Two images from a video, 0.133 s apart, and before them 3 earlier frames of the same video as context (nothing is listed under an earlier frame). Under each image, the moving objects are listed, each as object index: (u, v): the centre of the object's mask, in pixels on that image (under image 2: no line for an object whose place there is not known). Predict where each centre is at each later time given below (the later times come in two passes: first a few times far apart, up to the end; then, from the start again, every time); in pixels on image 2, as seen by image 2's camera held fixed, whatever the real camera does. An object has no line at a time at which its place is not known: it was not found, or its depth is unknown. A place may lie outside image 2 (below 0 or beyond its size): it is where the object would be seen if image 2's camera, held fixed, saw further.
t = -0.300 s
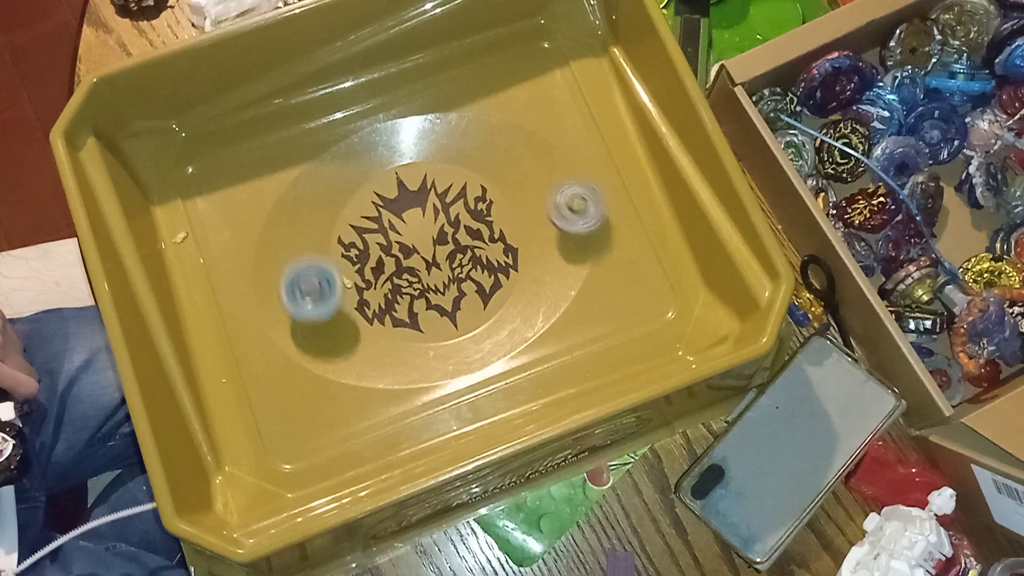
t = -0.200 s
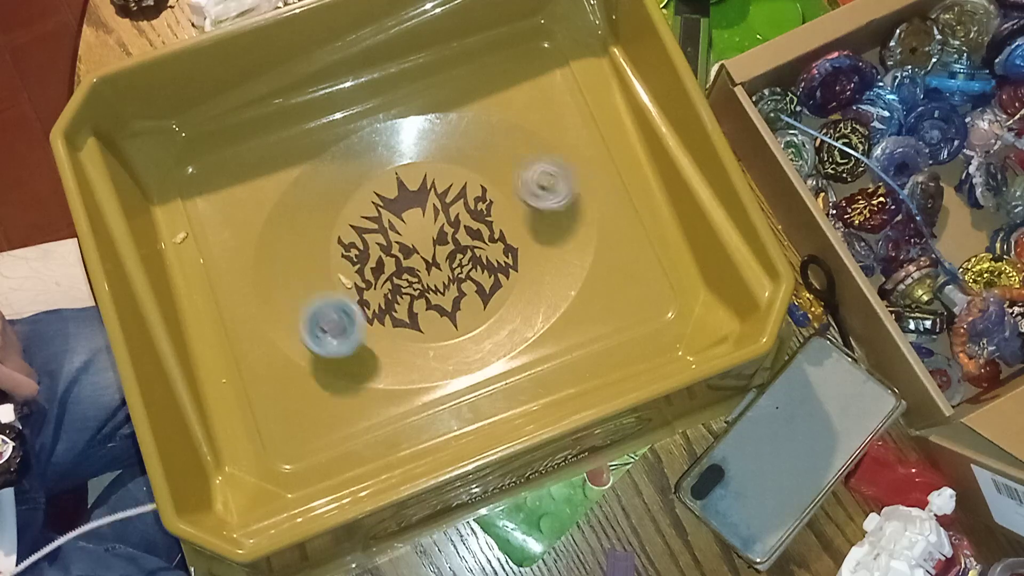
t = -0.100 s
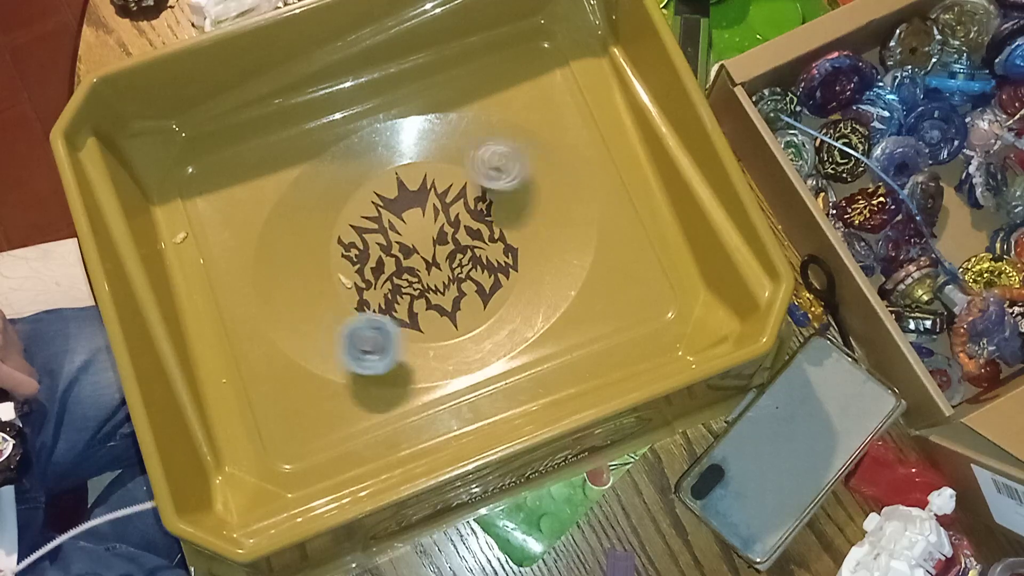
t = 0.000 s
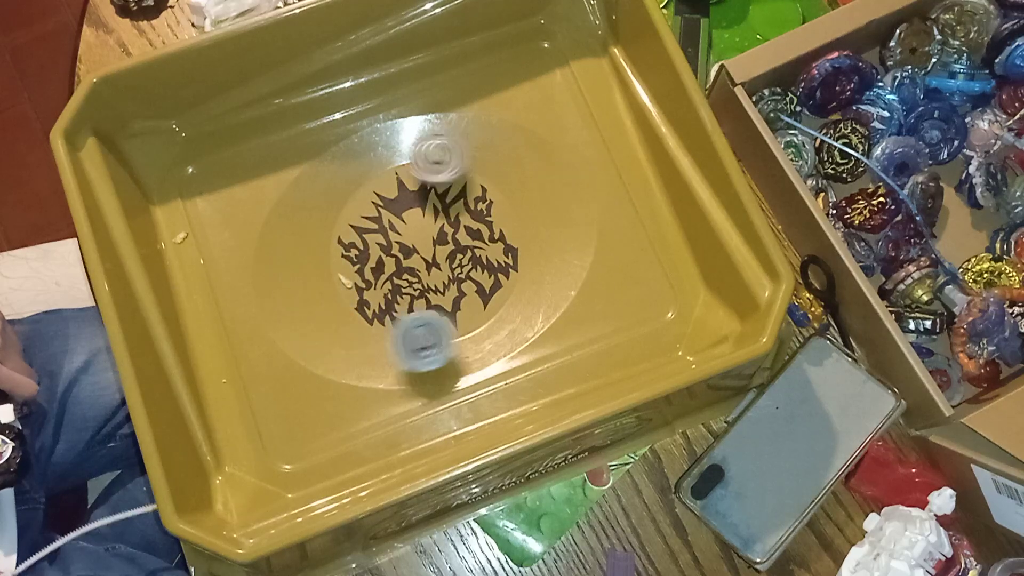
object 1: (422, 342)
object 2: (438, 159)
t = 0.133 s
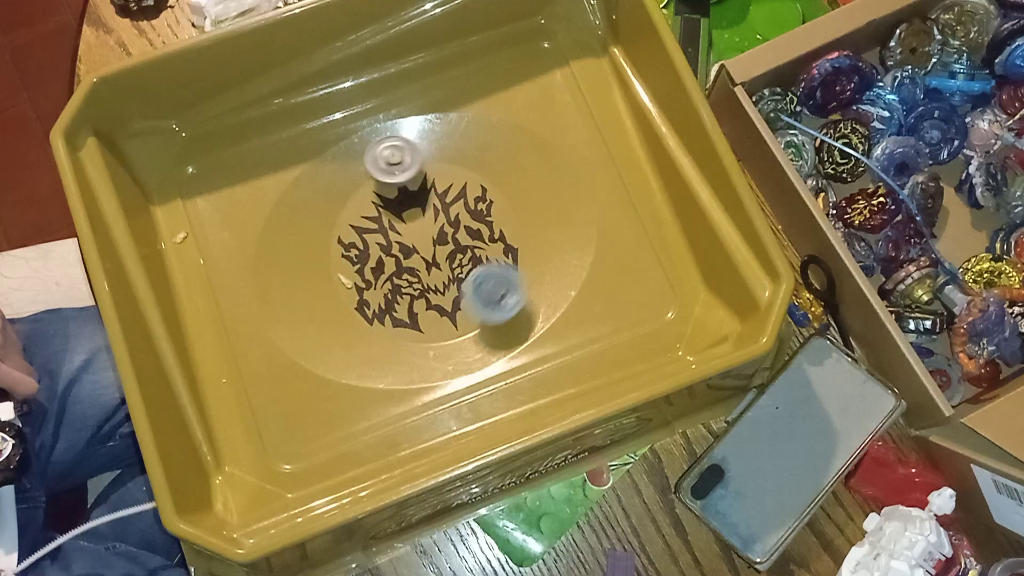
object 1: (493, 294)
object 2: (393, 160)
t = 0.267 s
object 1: (511, 255)
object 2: (371, 171)
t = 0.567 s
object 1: (490, 213)
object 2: (344, 195)
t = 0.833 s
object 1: (483, 180)
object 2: (334, 214)
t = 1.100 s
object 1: (461, 159)
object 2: (337, 225)
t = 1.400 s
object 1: (449, 157)
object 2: (350, 239)
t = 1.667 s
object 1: (446, 176)
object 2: (363, 249)
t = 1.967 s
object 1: (456, 206)
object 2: (369, 262)
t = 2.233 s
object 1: (458, 239)
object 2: (368, 281)
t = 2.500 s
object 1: (437, 275)
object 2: (366, 301)
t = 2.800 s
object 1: (429, 299)
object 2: (363, 315)
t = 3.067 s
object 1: (437, 308)
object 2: (368, 317)
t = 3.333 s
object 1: (446, 307)
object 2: (378, 308)
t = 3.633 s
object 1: (443, 296)
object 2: (389, 292)
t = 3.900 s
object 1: (542, 286)
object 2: (321, 239)
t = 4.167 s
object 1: (549, 201)
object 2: (341, 237)
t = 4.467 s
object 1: (469, 182)
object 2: (370, 226)
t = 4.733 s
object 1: (451, 206)
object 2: (392, 224)
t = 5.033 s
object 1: (487, 238)
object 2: (408, 220)
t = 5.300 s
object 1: (500, 254)
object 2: (427, 240)
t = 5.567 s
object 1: (497, 267)
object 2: (420, 271)
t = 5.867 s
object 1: (476, 283)
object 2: (395, 300)
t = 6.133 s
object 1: (445, 293)
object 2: (374, 309)
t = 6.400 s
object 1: (411, 294)
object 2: (358, 305)
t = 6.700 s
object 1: (403, 283)
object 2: (346, 284)
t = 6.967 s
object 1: (401, 274)
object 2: (352, 259)
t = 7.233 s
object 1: (403, 274)
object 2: (375, 234)
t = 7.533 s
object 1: (409, 287)
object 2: (413, 226)
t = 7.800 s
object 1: (421, 306)
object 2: (440, 239)
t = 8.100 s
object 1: (435, 319)
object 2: (447, 270)
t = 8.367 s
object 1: (360, 318)
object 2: (517, 287)
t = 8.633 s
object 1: (336, 287)
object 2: (477, 284)
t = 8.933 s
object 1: (343, 289)
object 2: (407, 293)
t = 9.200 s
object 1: (342, 253)
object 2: (410, 279)
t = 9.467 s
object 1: (371, 181)
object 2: (406, 253)
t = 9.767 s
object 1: (426, 159)
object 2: (426, 233)
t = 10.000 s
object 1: (478, 174)
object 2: (447, 234)
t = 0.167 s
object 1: (504, 281)
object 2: (387, 161)
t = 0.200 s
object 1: (510, 271)
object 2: (381, 164)
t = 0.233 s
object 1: (513, 262)
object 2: (376, 169)
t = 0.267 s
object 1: (511, 255)
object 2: (371, 171)
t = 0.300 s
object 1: (509, 249)
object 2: (366, 172)
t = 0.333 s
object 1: (505, 243)
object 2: (363, 175)
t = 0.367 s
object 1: (502, 238)
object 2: (359, 180)
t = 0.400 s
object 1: (500, 233)
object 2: (356, 182)
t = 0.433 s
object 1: (498, 229)
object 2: (352, 184)
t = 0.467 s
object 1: (495, 225)
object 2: (351, 188)
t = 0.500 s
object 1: (493, 221)
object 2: (349, 192)
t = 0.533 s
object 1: (492, 217)
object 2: (347, 194)
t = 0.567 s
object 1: (490, 213)
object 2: (344, 195)
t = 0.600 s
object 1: (489, 209)
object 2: (342, 197)
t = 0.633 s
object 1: (488, 205)
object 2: (341, 199)
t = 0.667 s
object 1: (487, 201)
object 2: (340, 202)
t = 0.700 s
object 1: (486, 197)
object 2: (338, 204)
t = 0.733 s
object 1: (485, 192)
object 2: (337, 207)
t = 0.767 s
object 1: (484, 187)
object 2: (336, 210)
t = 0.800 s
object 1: (484, 183)
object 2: (335, 212)
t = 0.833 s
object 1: (483, 180)
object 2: (334, 214)
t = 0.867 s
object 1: (481, 175)
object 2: (334, 215)
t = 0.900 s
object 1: (480, 172)
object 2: (334, 216)
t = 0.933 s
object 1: (478, 168)
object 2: (334, 218)
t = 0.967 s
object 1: (477, 165)
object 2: (334, 219)
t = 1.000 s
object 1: (475, 162)
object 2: (335, 220)
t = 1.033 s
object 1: (470, 161)
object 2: (335, 222)
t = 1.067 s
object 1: (464, 160)
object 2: (336, 223)
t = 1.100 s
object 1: (461, 159)
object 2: (337, 225)
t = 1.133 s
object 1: (459, 157)
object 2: (338, 226)
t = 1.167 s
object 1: (457, 157)
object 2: (339, 228)
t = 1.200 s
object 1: (455, 156)
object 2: (341, 230)
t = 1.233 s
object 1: (453, 156)
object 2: (342, 232)
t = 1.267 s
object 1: (452, 155)
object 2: (344, 233)
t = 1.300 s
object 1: (451, 155)
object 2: (345, 235)
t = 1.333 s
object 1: (450, 155)
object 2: (347, 236)
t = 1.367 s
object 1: (450, 156)
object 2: (349, 237)
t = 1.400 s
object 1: (449, 157)
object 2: (350, 239)
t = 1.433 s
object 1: (448, 159)
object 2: (352, 240)
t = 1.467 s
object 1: (447, 161)
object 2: (354, 242)
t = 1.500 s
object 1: (447, 163)
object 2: (356, 243)
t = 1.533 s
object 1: (446, 165)
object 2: (358, 244)
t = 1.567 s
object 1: (446, 168)
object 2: (360, 246)
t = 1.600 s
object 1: (446, 170)
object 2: (361, 247)
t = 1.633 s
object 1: (446, 174)
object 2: (362, 248)
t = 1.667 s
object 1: (446, 176)
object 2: (363, 249)
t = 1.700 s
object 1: (447, 179)
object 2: (365, 250)
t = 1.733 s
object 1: (448, 182)
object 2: (365, 251)
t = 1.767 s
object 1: (449, 185)
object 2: (366, 253)
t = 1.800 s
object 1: (450, 189)
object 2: (368, 254)
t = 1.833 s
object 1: (451, 192)
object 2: (368, 256)
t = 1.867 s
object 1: (453, 195)
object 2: (369, 257)
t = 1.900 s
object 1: (454, 199)
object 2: (369, 259)
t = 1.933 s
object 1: (456, 202)
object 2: (369, 260)
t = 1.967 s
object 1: (456, 206)
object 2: (369, 262)
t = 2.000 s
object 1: (458, 209)
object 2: (369, 263)
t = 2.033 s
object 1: (459, 213)
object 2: (369, 266)
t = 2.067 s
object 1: (459, 218)
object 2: (369, 268)
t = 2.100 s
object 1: (460, 221)
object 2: (369, 270)
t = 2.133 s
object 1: (460, 226)
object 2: (369, 272)
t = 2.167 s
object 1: (460, 230)
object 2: (368, 275)
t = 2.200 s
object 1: (459, 235)
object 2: (368, 277)
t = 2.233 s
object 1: (458, 239)
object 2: (368, 281)
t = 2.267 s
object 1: (457, 244)
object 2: (368, 283)
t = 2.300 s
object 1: (454, 249)
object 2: (367, 286)
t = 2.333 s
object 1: (452, 254)
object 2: (367, 288)
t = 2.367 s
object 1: (449, 259)
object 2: (367, 291)
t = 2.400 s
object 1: (447, 263)
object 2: (367, 293)
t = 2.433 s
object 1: (443, 267)
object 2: (366, 296)
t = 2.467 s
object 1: (440, 271)
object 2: (366, 298)
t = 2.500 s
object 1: (437, 275)
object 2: (366, 301)
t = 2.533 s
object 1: (434, 279)
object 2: (366, 303)
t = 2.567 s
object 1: (430, 283)
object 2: (366, 305)
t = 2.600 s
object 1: (427, 286)
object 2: (367, 307)
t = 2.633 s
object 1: (425, 289)
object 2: (367, 309)
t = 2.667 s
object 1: (423, 291)
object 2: (367, 311)
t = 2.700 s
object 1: (425, 293)
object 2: (365, 312)
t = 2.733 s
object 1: (427, 296)
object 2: (364, 313)
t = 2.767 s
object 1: (428, 298)
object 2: (364, 314)
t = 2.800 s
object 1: (429, 299)
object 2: (363, 315)
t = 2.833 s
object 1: (430, 301)
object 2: (363, 315)
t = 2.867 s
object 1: (431, 302)
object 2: (364, 316)
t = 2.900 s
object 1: (432, 303)
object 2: (365, 317)
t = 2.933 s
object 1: (433, 305)
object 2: (366, 318)
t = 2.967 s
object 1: (434, 306)
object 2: (367, 318)
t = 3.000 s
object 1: (435, 307)
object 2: (368, 318)
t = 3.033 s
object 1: (436, 308)
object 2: (368, 317)
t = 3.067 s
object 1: (437, 308)
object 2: (368, 317)
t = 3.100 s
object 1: (438, 309)
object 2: (369, 316)
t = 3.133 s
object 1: (440, 309)
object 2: (370, 315)
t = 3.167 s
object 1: (441, 309)
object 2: (371, 314)
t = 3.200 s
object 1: (442, 309)
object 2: (372, 313)
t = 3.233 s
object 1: (443, 309)
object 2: (373, 312)
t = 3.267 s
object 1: (444, 309)
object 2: (375, 311)
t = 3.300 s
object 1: (445, 308)
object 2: (376, 309)
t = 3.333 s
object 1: (446, 307)
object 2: (378, 308)
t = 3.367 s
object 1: (446, 306)
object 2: (379, 306)
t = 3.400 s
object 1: (446, 305)
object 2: (380, 304)
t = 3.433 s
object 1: (447, 304)
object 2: (382, 303)
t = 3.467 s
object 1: (447, 303)
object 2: (384, 301)
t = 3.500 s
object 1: (446, 302)
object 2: (385, 299)
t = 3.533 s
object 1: (446, 300)
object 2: (386, 298)
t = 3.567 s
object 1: (445, 298)
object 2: (387, 296)
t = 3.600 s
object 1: (444, 297)
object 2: (388, 294)
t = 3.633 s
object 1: (443, 296)
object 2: (389, 292)
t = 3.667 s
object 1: (441, 294)
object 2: (390, 290)
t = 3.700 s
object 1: (440, 293)
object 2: (389, 289)
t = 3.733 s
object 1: (460, 299)
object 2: (378, 280)
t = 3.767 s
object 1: (482, 309)
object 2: (359, 270)
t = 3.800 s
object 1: (502, 310)
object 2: (342, 260)
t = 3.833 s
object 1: (517, 306)
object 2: (331, 251)
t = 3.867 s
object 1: (530, 298)
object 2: (323, 243)
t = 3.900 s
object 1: (542, 286)
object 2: (321, 239)
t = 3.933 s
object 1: (552, 271)
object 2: (323, 238)
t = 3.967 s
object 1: (558, 258)
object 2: (327, 239)
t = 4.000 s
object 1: (562, 244)
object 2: (332, 241)
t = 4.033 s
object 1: (562, 234)
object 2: (334, 242)
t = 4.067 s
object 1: (561, 223)
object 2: (336, 241)
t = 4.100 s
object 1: (559, 215)
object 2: (337, 240)
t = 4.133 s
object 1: (555, 207)
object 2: (339, 238)
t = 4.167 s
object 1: (549, 201)
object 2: (341, 237)
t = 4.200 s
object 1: (543, 195)
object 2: (344, 235)
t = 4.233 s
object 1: (535, 191)
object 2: (346, 234)
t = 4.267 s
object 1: (527, 186)
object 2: (349, 232)
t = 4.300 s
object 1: (517, 183)
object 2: (352, 231)
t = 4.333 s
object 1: (507, 180)
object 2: (356, 230)
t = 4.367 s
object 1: (493, 179)
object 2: (359, 229)
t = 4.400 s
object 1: (483, 177)
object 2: (363, 228)
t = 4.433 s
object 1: (476, 179)
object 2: (366, 228)
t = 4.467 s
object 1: (469, 182)
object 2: (370, 226)
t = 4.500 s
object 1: (464, 185)
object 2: (374, 226)
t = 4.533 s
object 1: (460, 189)
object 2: (378, 225)
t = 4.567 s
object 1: (456, 192)
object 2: (382, 225)
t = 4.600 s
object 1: (453, 195)
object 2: (386, 224)
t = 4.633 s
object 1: (449, 198)
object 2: (390, 224)
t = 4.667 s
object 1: (446, 201)
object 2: (394, 224)
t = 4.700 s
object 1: (445, 203)
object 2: (394, 225)
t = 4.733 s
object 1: (451, 206)
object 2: (392, 224)
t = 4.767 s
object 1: (458, 212)
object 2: (389, 224)
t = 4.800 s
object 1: (463, 216)
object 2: (387, 221)
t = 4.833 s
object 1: (467, 222)
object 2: (388, 218)
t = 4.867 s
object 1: (471, 224)
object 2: (390, 215)
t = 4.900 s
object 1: (474, 228)
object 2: (394, 215)
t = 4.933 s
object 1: (478, 229)
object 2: (397, 215)
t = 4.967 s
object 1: (482, 233)
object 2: (401, 217)
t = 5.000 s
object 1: (484, 235)
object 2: (405, 217)
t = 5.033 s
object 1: (487, 238)
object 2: (408, 220)
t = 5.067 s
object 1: (489, 240)
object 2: (411, 220)
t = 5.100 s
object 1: (491, 243)
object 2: (414, 223)
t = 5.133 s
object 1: (493, 244)
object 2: (417, 224)
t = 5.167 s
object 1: (495, 247)
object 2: (420, 228)
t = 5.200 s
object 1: (497, 248)
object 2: (422, 229)
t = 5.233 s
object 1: (498, 250)
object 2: (424, 233)
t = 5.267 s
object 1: (499, 252)
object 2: (426, 235)
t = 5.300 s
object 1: (500, 254)
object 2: (427, 240)
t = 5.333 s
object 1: (501, 255)
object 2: (428, 243)
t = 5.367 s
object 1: (501, 257)
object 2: (428, 247)
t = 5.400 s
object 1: (501, 258)
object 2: (428, 251)
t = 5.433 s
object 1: (501, 260)
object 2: (427, 255)
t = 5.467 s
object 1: (500, 262)
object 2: (426, 258)
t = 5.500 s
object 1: (500, 264)
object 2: (424, 263)
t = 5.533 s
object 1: (499, 265)
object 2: (423, 267)
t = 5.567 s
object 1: (497, 267)
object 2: (420, 271)
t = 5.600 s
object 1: (496, 269)
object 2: (418, 275)
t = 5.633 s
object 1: (494, 271)
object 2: (415, 279)
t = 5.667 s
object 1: (493, 272)
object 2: (413, 282)
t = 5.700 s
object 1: (490, 274)
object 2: (410, 286)
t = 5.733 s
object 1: (488, 275)
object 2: (407, 289)
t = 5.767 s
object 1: (485, 278)
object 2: (404, 292)
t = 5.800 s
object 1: (483, 279)
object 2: (401, 295)
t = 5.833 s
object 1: (479, 281)
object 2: (398, 298)
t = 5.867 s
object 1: (476, 283)
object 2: (395, 300)
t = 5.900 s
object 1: (472, 285)
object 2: (392, 302)
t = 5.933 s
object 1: (469, 286)
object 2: (390, 303)
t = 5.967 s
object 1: (465, 288)
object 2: (387, 305)
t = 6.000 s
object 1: (461, 289)
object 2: (384, 306)
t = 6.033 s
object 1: (457, 290)
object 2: (381, 308)
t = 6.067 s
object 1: (453, 291)
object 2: (379, 308)
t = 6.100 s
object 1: (449, 293)
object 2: (376, 309)
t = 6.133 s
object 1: (445, 293)
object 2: (374, 309)
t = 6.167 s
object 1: (440, 294)
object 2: (372, 310)
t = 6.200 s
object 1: (436, 294)
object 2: (370, 309)
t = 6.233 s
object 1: (431, 295)
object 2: (368, 309)
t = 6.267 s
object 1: (428, 295)
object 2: (366, 309)
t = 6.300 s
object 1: (424, 295)
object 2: (364, 308)
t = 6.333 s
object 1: (419, 295)
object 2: (362, 307)
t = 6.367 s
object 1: (415, 294)
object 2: (360, 306)
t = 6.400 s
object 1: (411, 294)
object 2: (358, 305)
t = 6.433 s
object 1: (407, 293)
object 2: (356, 303)
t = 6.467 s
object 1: (403, 292)
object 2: (354, 302)
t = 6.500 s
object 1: (403, 291)
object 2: (352, 301)
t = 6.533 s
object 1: (406, 290)
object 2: (349, 298)
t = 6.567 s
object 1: (406, 289)
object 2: (347, 295)
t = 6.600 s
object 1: (406, 288)
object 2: (346, 292)
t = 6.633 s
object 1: (405, 286)
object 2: (346, 290)
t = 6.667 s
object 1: (404, 284)
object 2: (346, 287)
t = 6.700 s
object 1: (403, 283)
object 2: (346, 284)
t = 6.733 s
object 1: (402, 281)
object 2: (346, 281)
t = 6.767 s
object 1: (401, 280)
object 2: (347, 279)
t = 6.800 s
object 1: (400, 278)
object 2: (347, 275)
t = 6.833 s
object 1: (399, 277)
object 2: (348, 273)
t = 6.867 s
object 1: (398, 276)
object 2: (350, 269)
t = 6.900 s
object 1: (398, 275)
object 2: (351, 266)
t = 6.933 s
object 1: (400, 275)
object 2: (351, 263)
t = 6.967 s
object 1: (401, 274)
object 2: (352, 259)
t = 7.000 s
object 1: (401, 274)
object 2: (354, 255)
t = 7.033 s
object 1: (401, 273)
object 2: (356, 252)
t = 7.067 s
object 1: (402, 273)
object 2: (358, 249)
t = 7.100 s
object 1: (402, 273)
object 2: (361, 246)
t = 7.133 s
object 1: (402, 272)
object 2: (364, 243)
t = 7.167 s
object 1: (402, 272)
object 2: (367, 240)
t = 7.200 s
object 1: (403, 273)
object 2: (371, 237)
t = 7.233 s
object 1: (403, 274)
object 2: (375, 234)
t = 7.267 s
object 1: (404, 274)
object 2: (379, 232)
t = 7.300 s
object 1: (404, 275)
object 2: (383, 230)
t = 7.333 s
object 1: (405, 276)
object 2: (387, 228)
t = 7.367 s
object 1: (405, 277)
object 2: (392, 227)
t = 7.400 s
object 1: (406, 279)
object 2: (396, 227)
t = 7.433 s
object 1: (406, 281)
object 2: (400, 227)
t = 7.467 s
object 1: (407, 283)
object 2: (404, 226)
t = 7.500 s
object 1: (408, 285)
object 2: (409, 226)
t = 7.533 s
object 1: (409, 287)
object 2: (413, 226)
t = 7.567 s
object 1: (410, 289)
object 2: (417, 227)
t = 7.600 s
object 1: (411, 292)
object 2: (421, 228)
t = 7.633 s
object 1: (412, 294)
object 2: (424, 229)
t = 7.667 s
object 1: (414, 297)
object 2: (428, 230)
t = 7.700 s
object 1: (416, 299)
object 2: (431, 231)
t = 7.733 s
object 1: (417, 302)
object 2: (434, 234)
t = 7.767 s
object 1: (419, 304)
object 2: (437, 236)
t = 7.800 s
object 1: (421, 306)
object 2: (440, 239)
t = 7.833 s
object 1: (422, 308)
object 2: (441, 242)
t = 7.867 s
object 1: (424, 310)
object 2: (443, 245)
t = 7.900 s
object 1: (426, 312)
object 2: (444, 249)
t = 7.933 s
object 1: (428, 313)
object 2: (445, 254)
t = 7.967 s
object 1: (430, 314)
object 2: (446, 257)
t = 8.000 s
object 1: (432, 315)
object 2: (447, 260)
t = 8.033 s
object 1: (434, 317)
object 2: (447, 264)
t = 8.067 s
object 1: (435, 317)
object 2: (447, 266)
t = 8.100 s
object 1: (435, 319)
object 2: (447, 270)
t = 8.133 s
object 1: (425, 323)
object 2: (456, 274)
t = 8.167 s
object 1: (408, 331)
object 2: (469, 274)
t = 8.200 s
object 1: (392, 343)
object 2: (482, 278)
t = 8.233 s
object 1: (381, 344)
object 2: (494, 281)
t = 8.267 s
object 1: (371, 343)
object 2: (506, 287)
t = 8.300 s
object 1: (364, 336)
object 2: (513, 289)
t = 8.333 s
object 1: (361, 329)
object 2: (516, 288)
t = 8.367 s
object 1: (360, 318)
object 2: (517, 287)
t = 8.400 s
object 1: (361, 307)
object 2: (515, 285)
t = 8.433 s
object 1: (362, 298)
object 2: (512, 282)
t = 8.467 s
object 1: (360, 293)
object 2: (506, 279)
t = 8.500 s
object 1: (358, 289)
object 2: (501, 276)
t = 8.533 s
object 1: (354, 287)
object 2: (495, 277)
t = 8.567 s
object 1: (348, 286)
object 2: (489, 279)
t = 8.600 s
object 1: (341, 287)
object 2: (483, 282)
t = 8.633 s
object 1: (336, 287)
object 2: (477, 284)
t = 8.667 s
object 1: (334, 290)
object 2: (470, 287)
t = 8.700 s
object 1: (334, 291)
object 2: (463, 289)
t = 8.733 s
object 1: (335, 292)
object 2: (453, 291)
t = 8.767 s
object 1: (336, 293)
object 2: (445, 292)
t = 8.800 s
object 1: (337, 293)
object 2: (435, 293)
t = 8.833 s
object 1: (339, 293)
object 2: (428, 293)
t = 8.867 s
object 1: (342, 293)
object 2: (418, 293)
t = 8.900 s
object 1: (344, 291)
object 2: (409, 293)
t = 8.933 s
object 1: (343, 289)
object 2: (407, 293)
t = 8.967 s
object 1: (338, 285)
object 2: (413, 292)
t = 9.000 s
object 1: (335, 281)
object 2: (417, 292)
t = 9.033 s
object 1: (334, 277)
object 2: (419, 292)
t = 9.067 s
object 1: (335, 274)
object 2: (418, 291)
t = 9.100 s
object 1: (337, 270)
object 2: (416, 288)
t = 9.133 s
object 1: (339, 268)
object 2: (414, 285)
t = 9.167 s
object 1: (341, 261)
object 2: (412, 282)
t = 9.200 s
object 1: (342, 253)
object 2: (410, 279)
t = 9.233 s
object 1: (343, 243)
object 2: (408, 276)
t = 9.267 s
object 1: (345, 235)
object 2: (407, 273)
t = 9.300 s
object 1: (349, 224)
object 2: (406, 269)
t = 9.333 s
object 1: (352, 215)
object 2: (405, 267)
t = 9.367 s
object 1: (356, 205)
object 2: (405, 262)
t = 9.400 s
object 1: (359, 197)
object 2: (405, 259)
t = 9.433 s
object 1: (366, 188)
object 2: (405, 256)
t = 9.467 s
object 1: (371, 181)
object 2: (406, 253)
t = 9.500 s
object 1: (377, 173)
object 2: (407, 249)
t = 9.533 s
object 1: (383, 167)
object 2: (409, 247)
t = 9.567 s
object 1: (389, 166)
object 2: (410, 244)
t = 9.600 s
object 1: (394, 166)
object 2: (412, 241)
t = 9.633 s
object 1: (400, 165)
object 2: (415, 239)
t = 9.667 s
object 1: (407, 162)
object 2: (417, 237)
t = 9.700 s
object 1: (415, 160)
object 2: (420, 236)
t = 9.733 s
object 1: (422, 158)
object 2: (423, 234)
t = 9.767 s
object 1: (426, 159)
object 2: (426, 233)
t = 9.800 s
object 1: (431, 161)
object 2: (429, 232)
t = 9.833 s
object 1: (438, 162)
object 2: (431, 231)
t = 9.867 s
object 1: (446, 164)
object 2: (435, 231)
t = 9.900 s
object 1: (455, 164)
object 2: (438, 231)
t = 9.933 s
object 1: (465, 168)
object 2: (441, 232)
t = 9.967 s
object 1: (473, 171)
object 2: (444, 233)
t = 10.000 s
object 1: (478, 174)
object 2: (447, 234)
